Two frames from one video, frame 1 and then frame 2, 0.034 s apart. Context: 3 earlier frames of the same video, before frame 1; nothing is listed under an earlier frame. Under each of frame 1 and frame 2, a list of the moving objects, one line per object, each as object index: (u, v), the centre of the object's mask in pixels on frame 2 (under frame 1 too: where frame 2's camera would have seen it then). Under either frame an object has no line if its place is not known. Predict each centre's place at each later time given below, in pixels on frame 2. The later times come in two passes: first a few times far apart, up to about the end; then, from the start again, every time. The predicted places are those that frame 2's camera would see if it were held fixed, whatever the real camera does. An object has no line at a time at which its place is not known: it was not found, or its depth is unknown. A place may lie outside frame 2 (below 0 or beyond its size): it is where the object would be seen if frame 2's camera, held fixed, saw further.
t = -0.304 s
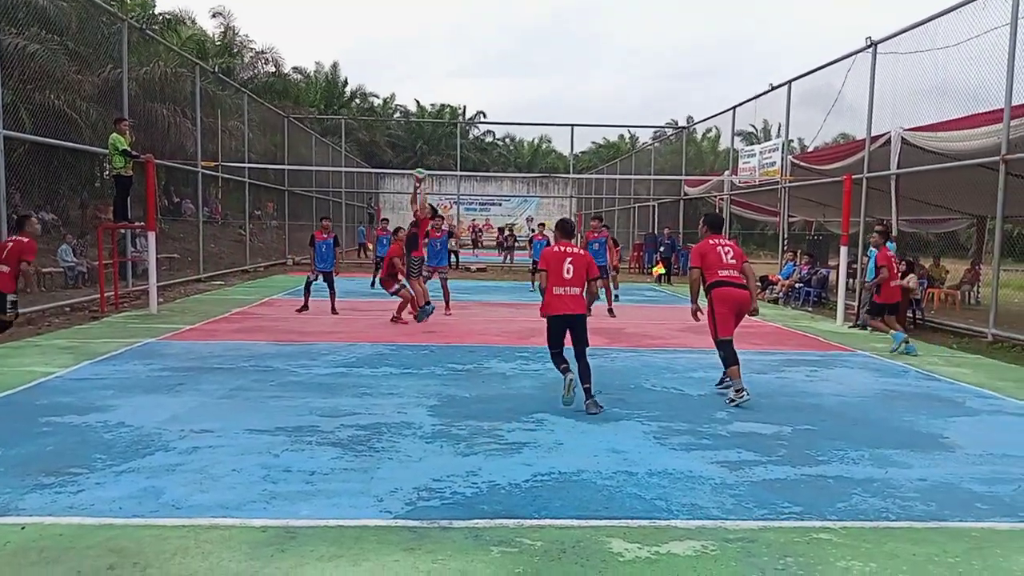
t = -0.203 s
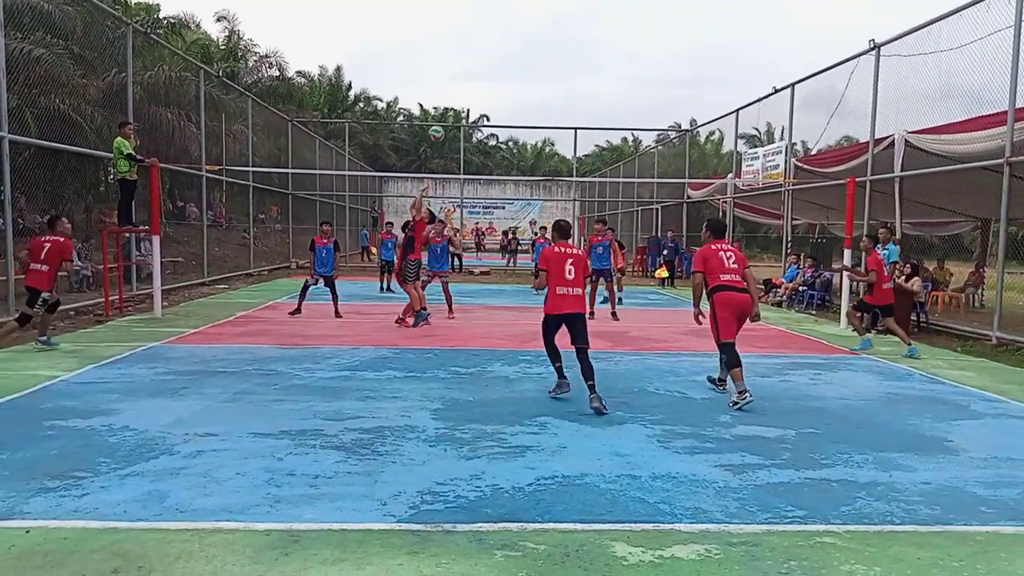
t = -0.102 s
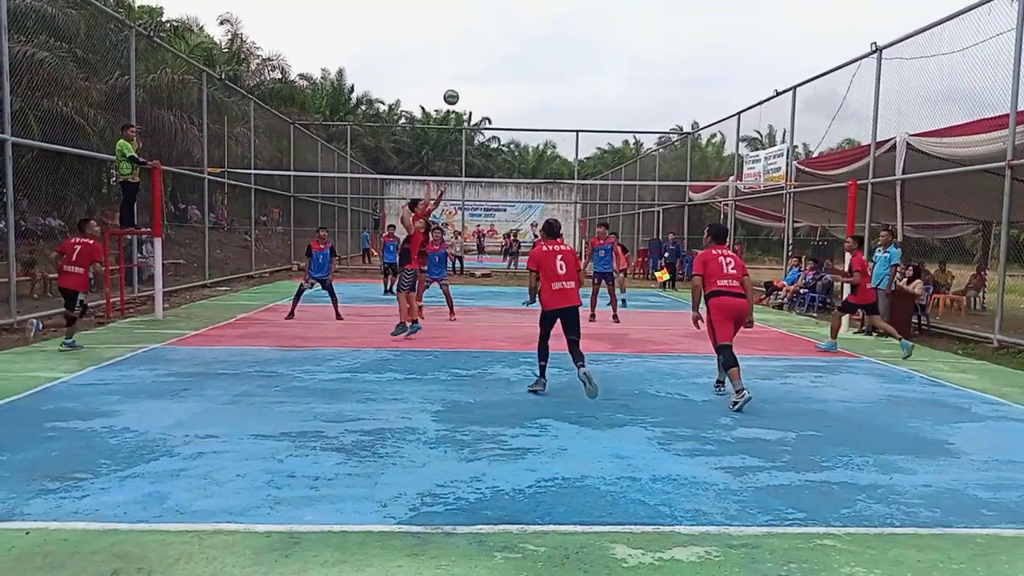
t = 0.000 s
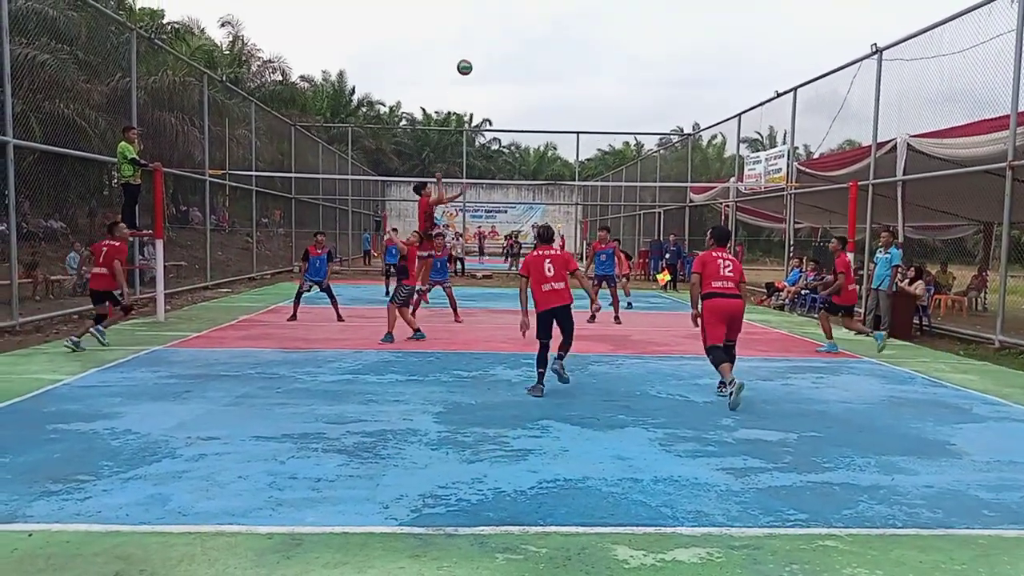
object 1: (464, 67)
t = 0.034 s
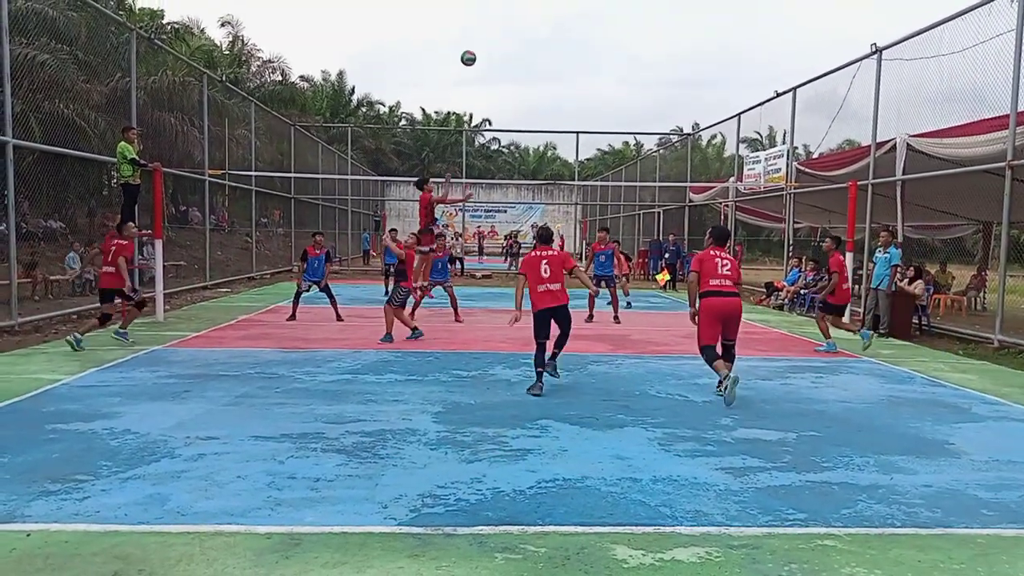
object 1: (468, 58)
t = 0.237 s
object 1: (492, 21)
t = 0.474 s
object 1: (518, 17)
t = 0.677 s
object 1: (540, 48)
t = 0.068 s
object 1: (472, 50)
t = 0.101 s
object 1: (476, 42)
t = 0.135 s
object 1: (480, 36)
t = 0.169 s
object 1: (484, 30)
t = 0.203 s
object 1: (488, 25)
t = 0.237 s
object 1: (492, 21)
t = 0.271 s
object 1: (496, 18)
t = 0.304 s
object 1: (500, 15)
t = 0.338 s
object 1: (504, 14)
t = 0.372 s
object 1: (508, 13)
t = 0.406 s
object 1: (511, 14)
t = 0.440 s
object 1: (515, 15)
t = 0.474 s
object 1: (518, 17)
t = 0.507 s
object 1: (522, 20)
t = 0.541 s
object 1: (526, 25)
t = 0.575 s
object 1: (530, 29)
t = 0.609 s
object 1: (533, 34)
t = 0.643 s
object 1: (536, 41)
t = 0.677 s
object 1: (540, 48)
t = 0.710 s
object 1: (543, 57)
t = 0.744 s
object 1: (546, 65)
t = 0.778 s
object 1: (550, 75)
